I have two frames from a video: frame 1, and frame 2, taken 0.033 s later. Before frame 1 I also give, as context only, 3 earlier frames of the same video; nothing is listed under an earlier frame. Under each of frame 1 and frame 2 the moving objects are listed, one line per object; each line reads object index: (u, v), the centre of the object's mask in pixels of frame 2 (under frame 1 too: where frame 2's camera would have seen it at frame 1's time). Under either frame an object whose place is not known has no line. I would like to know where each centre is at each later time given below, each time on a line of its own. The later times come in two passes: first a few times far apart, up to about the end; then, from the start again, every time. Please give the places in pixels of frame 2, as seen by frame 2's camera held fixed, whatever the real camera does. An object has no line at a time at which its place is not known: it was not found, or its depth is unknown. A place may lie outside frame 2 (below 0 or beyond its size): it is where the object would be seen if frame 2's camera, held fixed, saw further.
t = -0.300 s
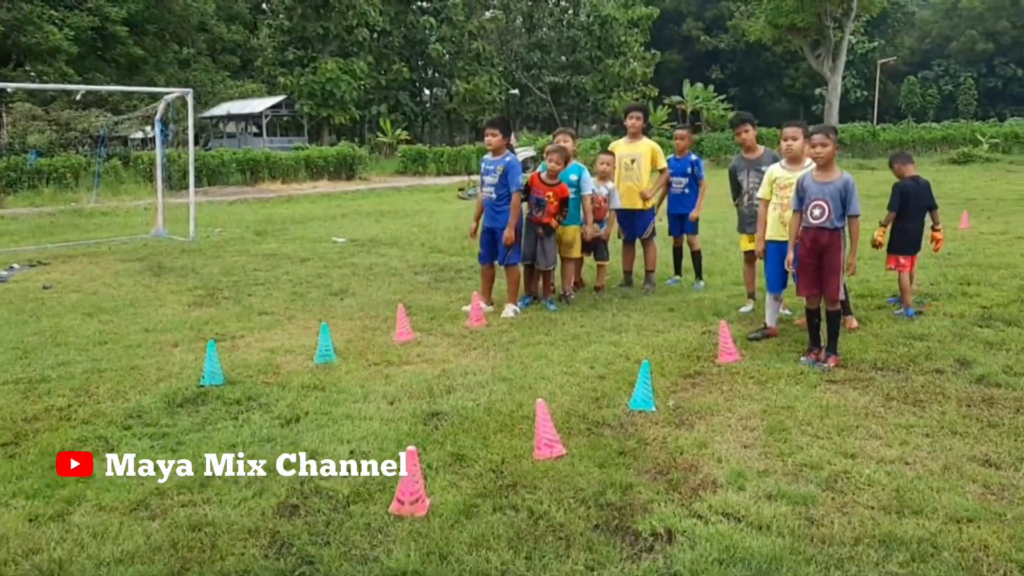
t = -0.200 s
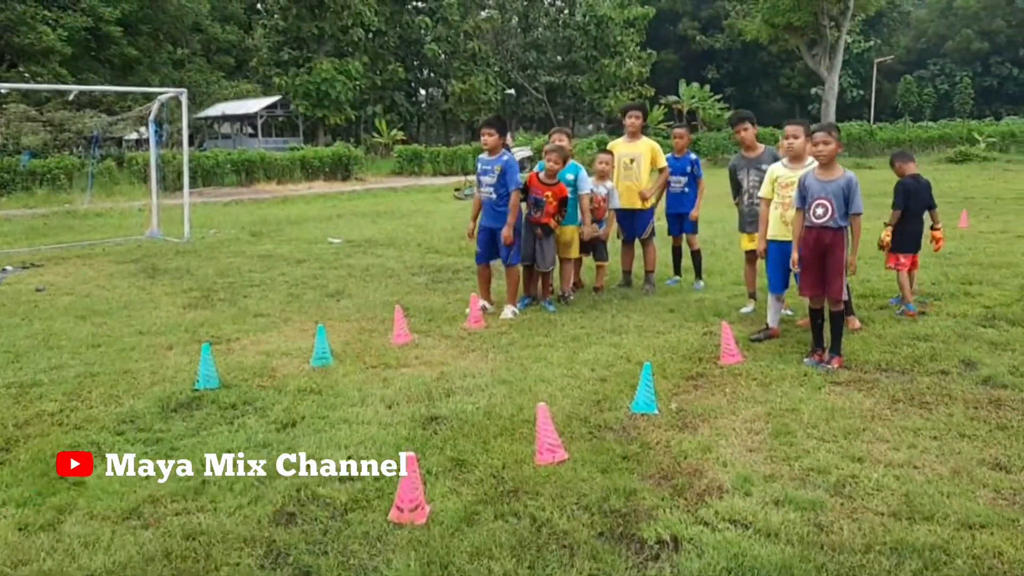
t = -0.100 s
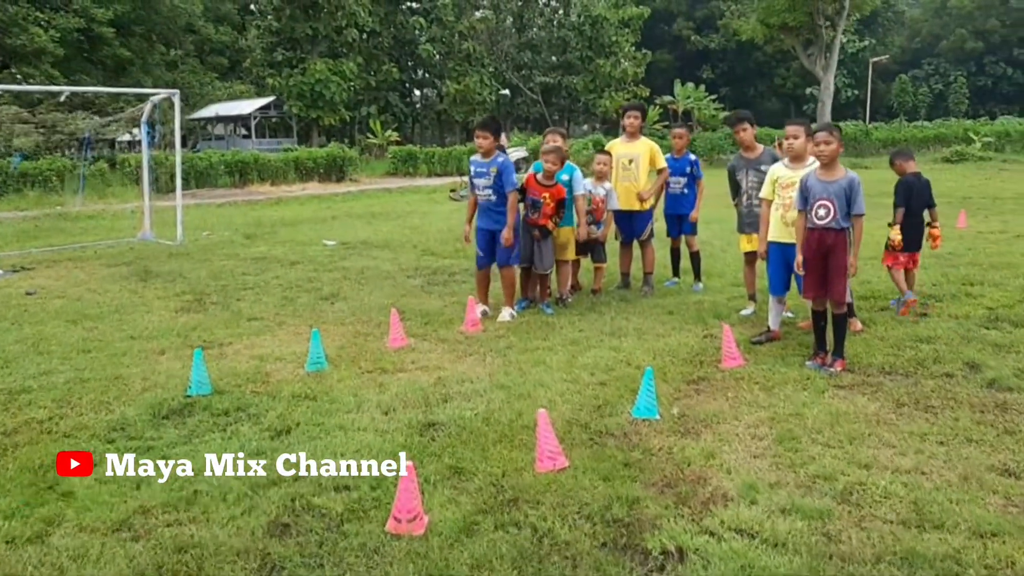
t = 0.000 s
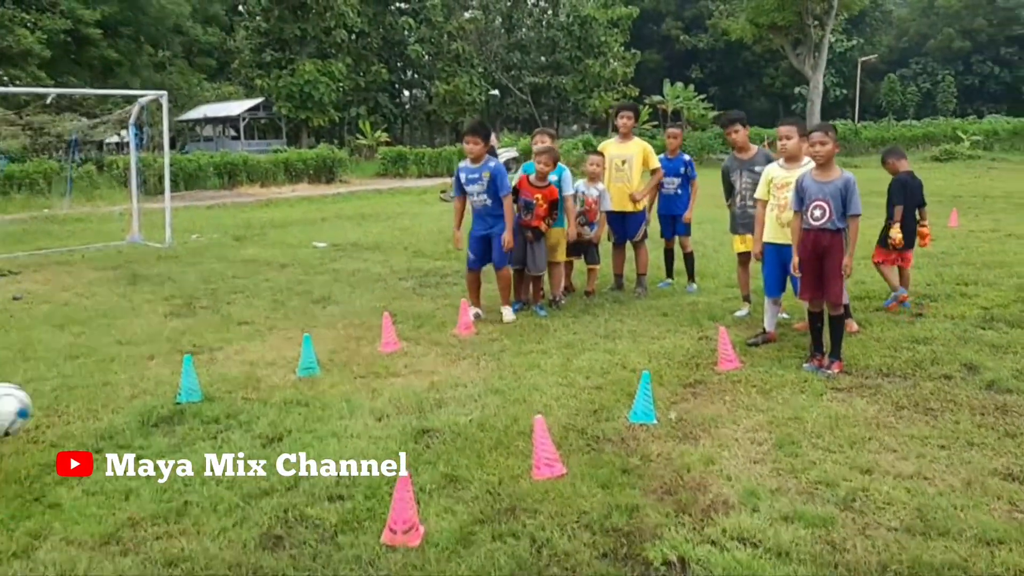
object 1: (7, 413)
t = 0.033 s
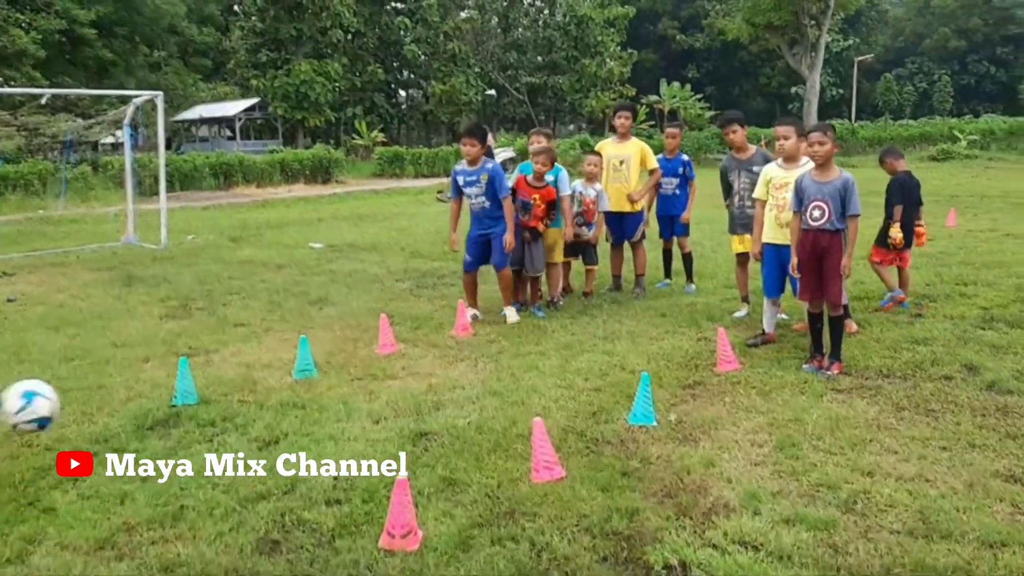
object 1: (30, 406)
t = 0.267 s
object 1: (247, 406)
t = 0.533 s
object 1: (411, 372)
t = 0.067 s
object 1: (64, 401)
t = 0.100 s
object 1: (98, 398)
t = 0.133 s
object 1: (132, 399)
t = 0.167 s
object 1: (163, 402)
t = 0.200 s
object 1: (195, 407)
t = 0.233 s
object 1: (224, 414)
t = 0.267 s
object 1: (247, 406)
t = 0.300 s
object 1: (271, 397)
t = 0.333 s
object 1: (292, 391)
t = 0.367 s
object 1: (313, 387)
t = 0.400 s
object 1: (335, 384)
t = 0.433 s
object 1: (355, 383)
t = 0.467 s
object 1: (374, 383)
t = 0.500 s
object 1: (393, 378)
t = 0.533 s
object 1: (411, 372)
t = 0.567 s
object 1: (428, 369)
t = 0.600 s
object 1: (445, 366)
